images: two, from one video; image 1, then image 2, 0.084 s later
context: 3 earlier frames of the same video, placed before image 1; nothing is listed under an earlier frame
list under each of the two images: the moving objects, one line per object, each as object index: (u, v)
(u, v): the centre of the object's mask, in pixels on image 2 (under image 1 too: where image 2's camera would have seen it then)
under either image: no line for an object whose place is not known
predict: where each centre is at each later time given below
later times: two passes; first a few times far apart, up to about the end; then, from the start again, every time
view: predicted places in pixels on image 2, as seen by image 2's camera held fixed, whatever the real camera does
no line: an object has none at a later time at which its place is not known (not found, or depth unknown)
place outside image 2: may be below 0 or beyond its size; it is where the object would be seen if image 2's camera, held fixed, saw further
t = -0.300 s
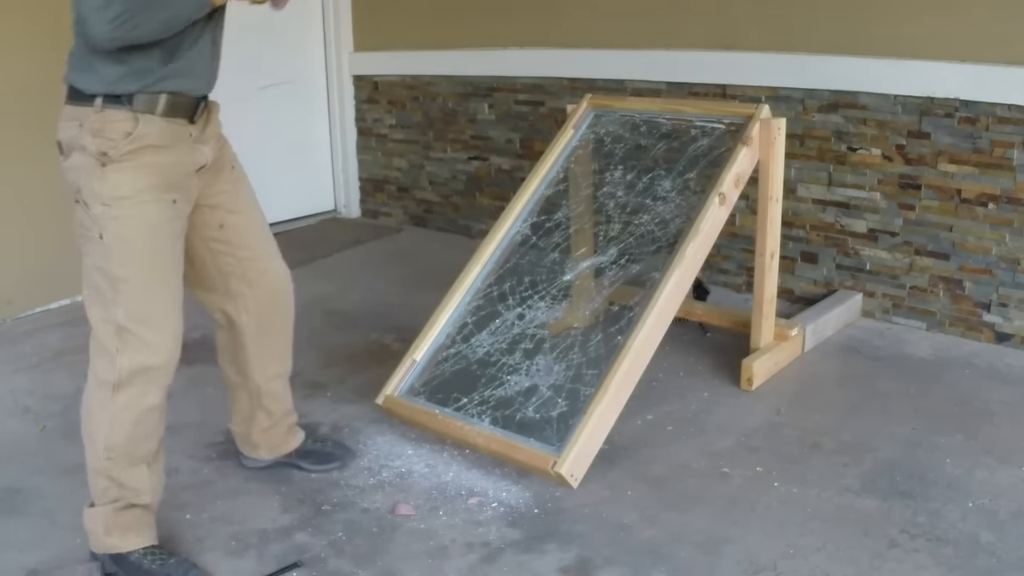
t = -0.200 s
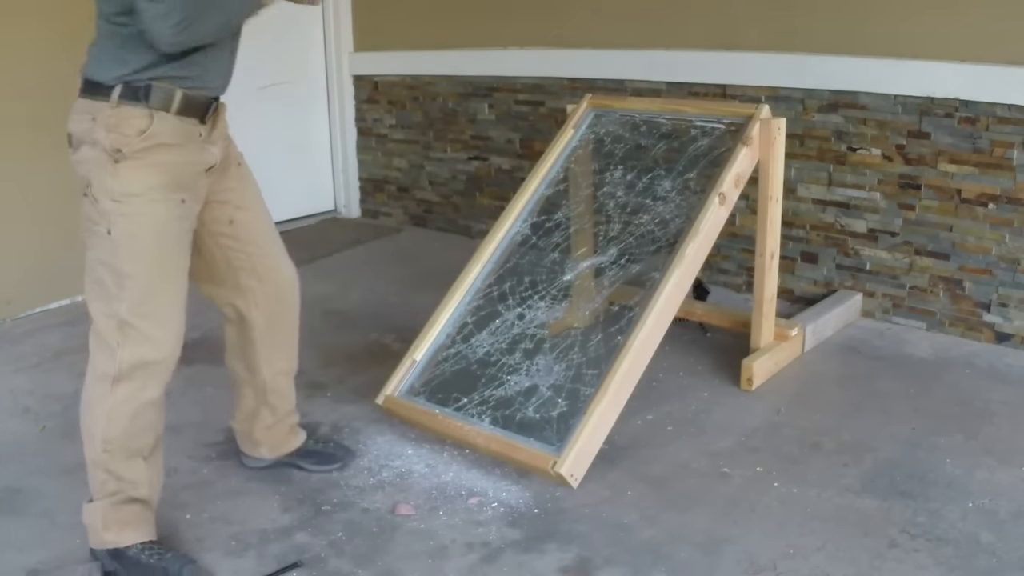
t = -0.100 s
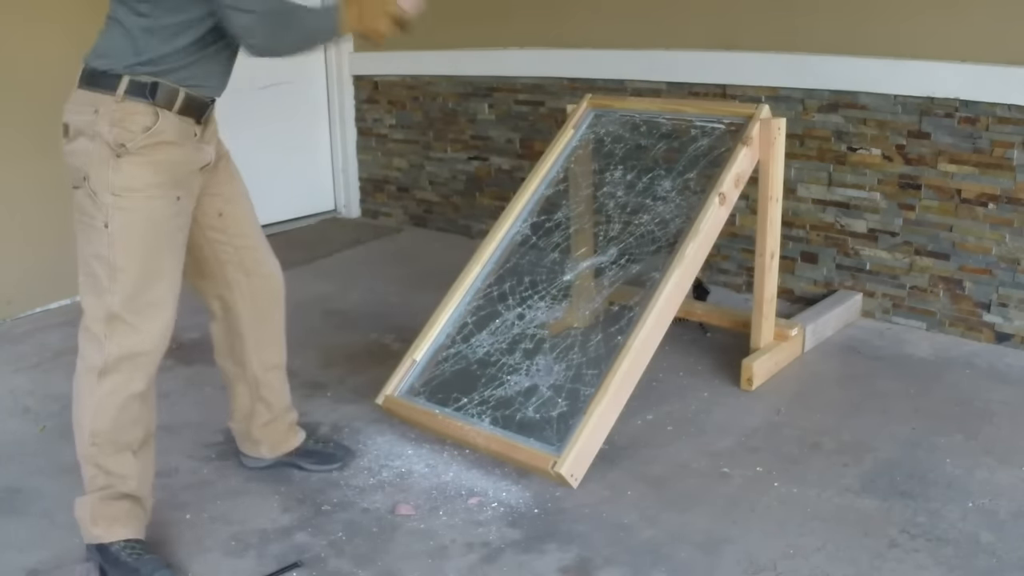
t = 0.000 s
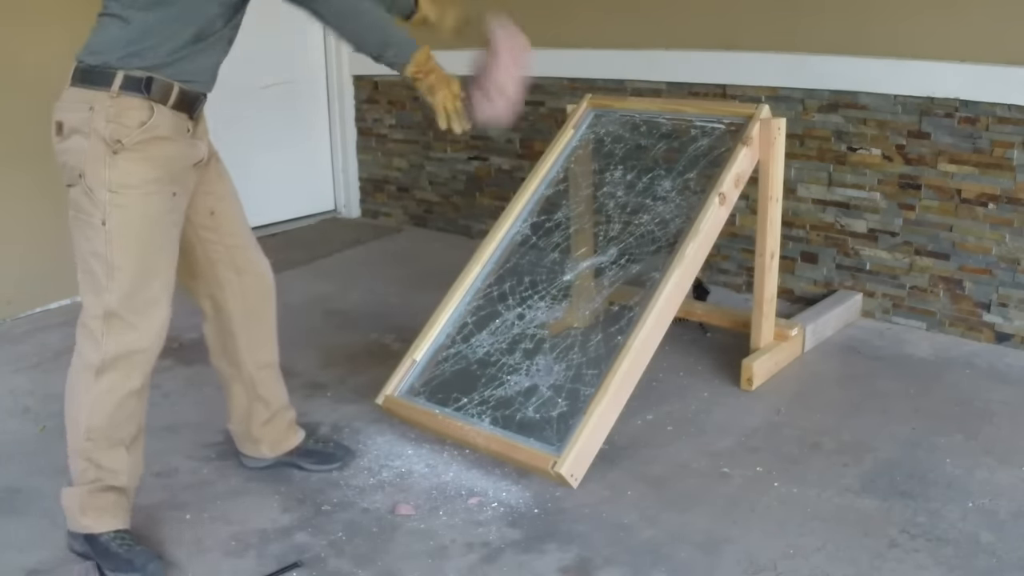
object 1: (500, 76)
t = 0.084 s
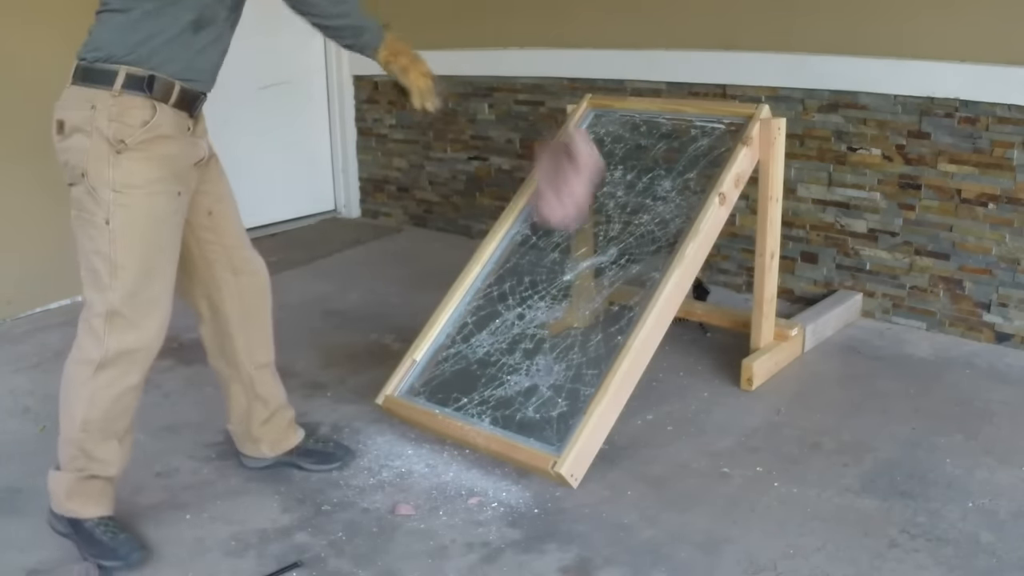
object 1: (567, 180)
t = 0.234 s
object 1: (597, 215)
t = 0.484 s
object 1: (593, 256)
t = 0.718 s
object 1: (564, 327)
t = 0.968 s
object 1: (504, 405)
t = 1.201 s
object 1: (469, 456)
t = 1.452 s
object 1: (459, 468)
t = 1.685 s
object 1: (459, 468)
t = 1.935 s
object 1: (459, 468)
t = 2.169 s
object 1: (460, 468)
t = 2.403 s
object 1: (463, 465)
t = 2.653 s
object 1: (462, 466)
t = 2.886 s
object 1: (463, 465)
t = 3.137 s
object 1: (463, 466)
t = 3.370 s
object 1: (463, 465)
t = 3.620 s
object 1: (463, 466)
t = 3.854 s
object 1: (463, 466)
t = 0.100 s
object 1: (576, 200)
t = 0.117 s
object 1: (587, 216)
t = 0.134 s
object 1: (593, 225)
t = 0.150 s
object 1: (594, 228)
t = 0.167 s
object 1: (595, 227)
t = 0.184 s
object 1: (595, 224)
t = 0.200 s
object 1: (596, 221)
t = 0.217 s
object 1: (596, 217)
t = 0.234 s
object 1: (597, 215)
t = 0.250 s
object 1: (597, 213)
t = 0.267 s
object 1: (597, 211)
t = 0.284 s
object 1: (597, 211)
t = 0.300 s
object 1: (597, 211)
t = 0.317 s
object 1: (597, 211)
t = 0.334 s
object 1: (597, 213)
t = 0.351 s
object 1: (597, 215)
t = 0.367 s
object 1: (597, 219)
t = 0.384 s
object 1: (597, 224)
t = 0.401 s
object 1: (597, 229)
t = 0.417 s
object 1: (596, 234)
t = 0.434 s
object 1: (595, 239)
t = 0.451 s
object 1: (594, 245)
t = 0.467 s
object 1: (594, 249)
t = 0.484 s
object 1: (593, 256)
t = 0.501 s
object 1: (592, 259)
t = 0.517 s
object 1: (591, 264)
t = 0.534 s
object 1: (589, 267)
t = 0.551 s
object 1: (588, 272)
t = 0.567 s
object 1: (587, 276)
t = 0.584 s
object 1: (584, 279)
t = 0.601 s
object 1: (583, 283)
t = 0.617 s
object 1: (581, 288)
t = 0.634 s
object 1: (578, 293)
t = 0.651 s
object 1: (575, 299)
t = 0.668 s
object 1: (573, 305)
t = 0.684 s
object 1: (570, 312)
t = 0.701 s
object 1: (567, 319)
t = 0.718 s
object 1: (564, 327)
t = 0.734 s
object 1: (560, 333)
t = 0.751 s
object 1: (556, 340)
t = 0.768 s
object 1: (553, 345)
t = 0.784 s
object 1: (548, 352)
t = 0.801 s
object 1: (544, 357)
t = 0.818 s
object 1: (539, 363)
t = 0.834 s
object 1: (534, 368)
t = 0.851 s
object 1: (529, 373)
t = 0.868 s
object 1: (523, 379)
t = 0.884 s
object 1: (518, 385)
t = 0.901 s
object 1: (514, 390)
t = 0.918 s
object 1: (511, 393)
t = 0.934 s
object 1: (509, 397)
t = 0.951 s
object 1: (506, 401)
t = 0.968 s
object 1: (504, 405)
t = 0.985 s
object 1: (502, 409)
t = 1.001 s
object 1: (501, 412)
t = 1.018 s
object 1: (500, 413)
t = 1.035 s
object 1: (498, 411)
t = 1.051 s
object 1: (496, 411)
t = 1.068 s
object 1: (493, 413)
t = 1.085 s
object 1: (490, 417)
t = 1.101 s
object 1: (486, 421)
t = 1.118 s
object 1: (483, 426)
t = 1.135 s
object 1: (480, 432)
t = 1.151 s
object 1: (477, 441)
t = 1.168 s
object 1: (475, 450)
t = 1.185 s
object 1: (472, 452)
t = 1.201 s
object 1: (469, 456)
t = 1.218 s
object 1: (467, 459)
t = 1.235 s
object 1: (466, 462)
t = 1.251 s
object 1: (464, 464)
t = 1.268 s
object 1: (462, 465)
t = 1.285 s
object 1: (461, 466)
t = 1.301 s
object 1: (460, 467)
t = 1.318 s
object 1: (460, 468)
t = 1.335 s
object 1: (459, 468)
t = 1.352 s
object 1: (459, 468)
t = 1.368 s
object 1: (459, 468)
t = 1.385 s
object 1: (459, 468)
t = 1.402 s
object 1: (459, 468)
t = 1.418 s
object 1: (459, 468)
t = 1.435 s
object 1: (459, 468)
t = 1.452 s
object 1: (459, 468)
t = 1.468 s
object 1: (459, 468)
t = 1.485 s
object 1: (459, 468)
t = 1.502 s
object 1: (459, 468)
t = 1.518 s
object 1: (459, 468)
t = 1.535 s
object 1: (459, 468)
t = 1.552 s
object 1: (459, 468)
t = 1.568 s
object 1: (459, 468)
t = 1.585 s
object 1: (459, 468)
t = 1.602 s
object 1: (459, 468)
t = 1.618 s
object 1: (459, 468)
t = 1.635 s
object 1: (459, 468)
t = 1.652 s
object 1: (459, 468)
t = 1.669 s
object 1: (459, 468)
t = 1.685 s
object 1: (459, 468)
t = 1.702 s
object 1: (459, 468)
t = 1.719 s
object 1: (459, 468)
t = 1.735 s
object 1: (459, 468)
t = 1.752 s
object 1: (459, 468)
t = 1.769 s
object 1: (459, 468)
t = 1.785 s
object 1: (459, 468)
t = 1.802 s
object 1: (459, 468)
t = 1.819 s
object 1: (459, 468)
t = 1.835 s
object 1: (459, 468)
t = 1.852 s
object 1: (459, 468)
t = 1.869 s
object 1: (459, 468)
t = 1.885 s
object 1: (459, 468)
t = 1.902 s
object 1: (459, 468)
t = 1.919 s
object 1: (459, 468)
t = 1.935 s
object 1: (459, 468)
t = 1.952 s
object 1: (459, 468)
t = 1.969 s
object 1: (459, 468)
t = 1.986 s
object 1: (459, 468)
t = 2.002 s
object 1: (459, 468)
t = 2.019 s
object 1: (459, 468)
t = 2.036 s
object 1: (459, 468)
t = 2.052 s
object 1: (460, 468)
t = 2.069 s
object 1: (459, 468)
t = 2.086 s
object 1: (459, 468)
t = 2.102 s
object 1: (459, 468)
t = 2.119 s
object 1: (460, 468)
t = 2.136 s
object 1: (460, 468)
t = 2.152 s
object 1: (460, 468)
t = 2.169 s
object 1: (460, 468)
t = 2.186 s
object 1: (460, 468)
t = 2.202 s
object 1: (460, 467)
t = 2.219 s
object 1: (460, 467)
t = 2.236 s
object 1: (461, 467)
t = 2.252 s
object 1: (461, 467)
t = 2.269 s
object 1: (461, 467)
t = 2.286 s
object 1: (461, 467)
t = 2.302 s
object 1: (462, 466)
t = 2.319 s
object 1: (462, 466)
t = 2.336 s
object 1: (462, 466)
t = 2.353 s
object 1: (463, 466)
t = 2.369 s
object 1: (463, 466)
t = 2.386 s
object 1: (463, 465)
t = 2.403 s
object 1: (463, 465)
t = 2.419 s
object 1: (464, 465)
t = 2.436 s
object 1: (464, 465)
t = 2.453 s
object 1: (464, 465)
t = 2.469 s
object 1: (463, 465)
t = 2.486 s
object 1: (463, 465)
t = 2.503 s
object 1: (463, 466)
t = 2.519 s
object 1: (463, 466)
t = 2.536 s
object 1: (462, 466)
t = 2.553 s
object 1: (462, 466)
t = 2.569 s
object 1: (462, 466)
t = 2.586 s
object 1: (462, 466)
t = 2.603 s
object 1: (462, 466)
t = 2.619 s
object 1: (462, 466)
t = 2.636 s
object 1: (462, 466)
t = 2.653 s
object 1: (462, 466)
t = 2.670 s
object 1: (462, 466)
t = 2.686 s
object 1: (462, 466)
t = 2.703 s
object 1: (462, 466)
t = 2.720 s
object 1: (462, 466)
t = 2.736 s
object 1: (463, 465)
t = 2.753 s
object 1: (463, 465)
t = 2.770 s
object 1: (463, 465)
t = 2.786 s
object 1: (463, 465)
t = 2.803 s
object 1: (463, 465)
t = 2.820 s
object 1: (463, 465)
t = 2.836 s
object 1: (463, 465)
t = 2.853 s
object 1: (463, 465)
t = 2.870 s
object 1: (463, 465)
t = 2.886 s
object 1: (463, 465)
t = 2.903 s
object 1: (463, 466)
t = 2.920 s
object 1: (462, 466)
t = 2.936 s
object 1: (462, 466)
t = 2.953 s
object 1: (462, 466)
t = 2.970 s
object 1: (462, 466)
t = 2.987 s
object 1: (462, 466)
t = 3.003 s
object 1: (462, 466)
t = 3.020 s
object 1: (462, 466)
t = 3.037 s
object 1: (462, 466)
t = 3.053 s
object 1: (463, 466)
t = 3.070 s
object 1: (463, 466)
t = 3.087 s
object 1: (463, 466)
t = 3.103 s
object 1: (463, 466)
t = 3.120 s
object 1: (463, 466)
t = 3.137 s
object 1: (463, 466)
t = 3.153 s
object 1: (463, 466)
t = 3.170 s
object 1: (463, 466)
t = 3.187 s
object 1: (463, 466)
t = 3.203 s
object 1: (463, 466)
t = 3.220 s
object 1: (462, 466)
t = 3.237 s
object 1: (462, 466)
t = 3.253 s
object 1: (462, 466)
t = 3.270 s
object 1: (462, 466)
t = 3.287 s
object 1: (462, 466)
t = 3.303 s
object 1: (462, 466)
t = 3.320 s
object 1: (463, 466)
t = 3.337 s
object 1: (463, 466)
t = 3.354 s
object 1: (463, 466)
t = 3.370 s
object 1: (463, 465)
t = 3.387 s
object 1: (463, 466)
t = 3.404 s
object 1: (463, 465)
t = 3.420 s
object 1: (463, 466)
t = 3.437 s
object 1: (463, 466)
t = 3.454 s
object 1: (463, 466)
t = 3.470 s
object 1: (463, 466)
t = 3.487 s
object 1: (462, 466)
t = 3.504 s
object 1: (462, 466)
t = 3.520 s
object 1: (462, 466)
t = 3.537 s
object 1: (462, 466)
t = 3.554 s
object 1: (463, 466)
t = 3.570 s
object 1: (463, 466)
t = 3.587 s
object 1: (463, 466)
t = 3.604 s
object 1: (463, 466)
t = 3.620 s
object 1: (463, 466)
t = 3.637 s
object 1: (463, 466)
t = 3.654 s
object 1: (463, 466)
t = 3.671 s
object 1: (463, 466)
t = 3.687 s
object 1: (463, 466)
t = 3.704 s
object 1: (463, 466)
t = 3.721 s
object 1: (463, 466)
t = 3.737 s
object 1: (462, 466)
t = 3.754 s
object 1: (463, 466)
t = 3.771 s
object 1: (463, 466)
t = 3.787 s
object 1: (463, 466)
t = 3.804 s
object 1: (463, 466)
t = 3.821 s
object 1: (463, 466)
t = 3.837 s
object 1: (463, 466)
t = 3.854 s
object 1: (463, 466)
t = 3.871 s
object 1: (463, 466)
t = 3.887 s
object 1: (463, 466)
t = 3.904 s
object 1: (463, 466)
